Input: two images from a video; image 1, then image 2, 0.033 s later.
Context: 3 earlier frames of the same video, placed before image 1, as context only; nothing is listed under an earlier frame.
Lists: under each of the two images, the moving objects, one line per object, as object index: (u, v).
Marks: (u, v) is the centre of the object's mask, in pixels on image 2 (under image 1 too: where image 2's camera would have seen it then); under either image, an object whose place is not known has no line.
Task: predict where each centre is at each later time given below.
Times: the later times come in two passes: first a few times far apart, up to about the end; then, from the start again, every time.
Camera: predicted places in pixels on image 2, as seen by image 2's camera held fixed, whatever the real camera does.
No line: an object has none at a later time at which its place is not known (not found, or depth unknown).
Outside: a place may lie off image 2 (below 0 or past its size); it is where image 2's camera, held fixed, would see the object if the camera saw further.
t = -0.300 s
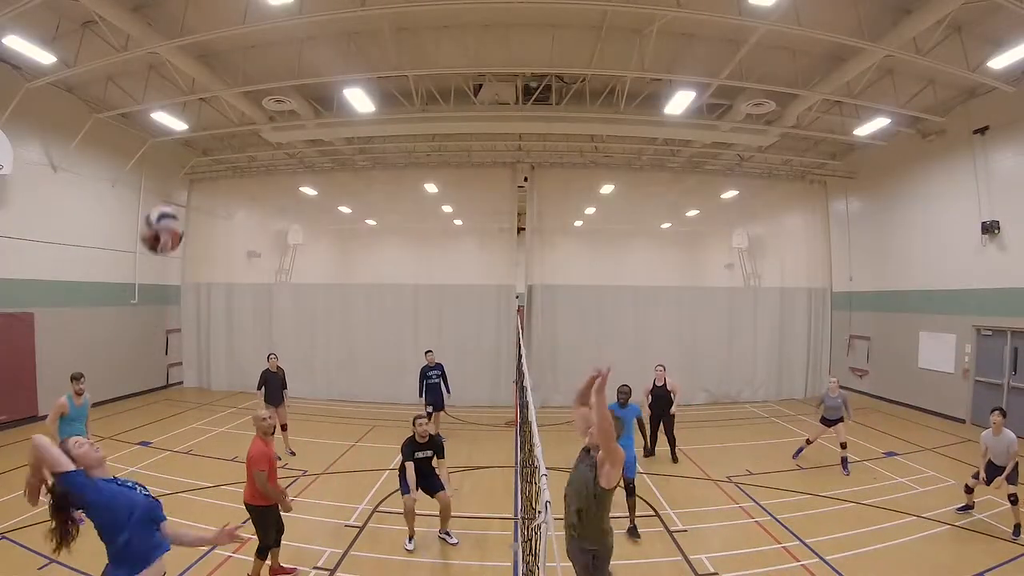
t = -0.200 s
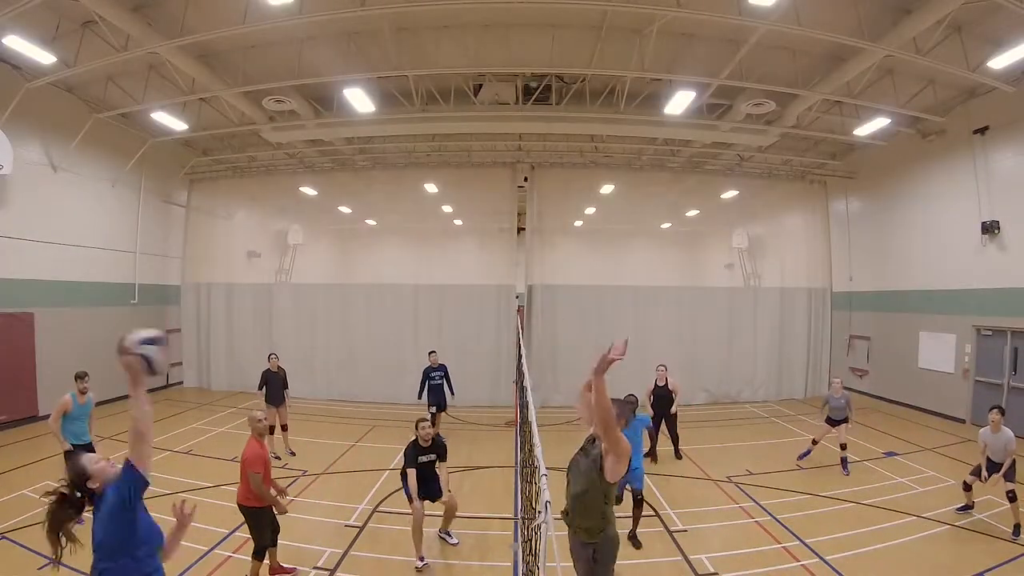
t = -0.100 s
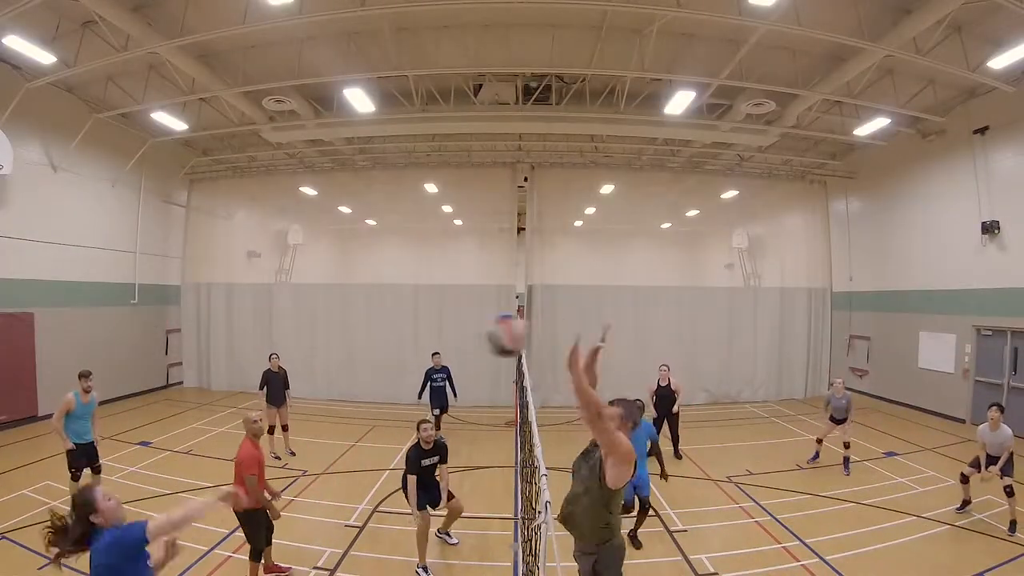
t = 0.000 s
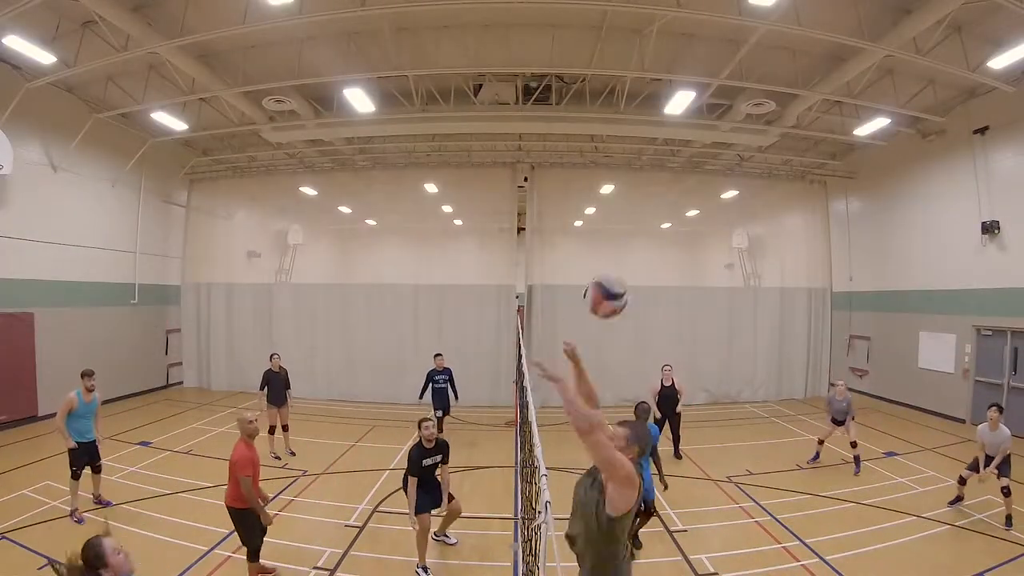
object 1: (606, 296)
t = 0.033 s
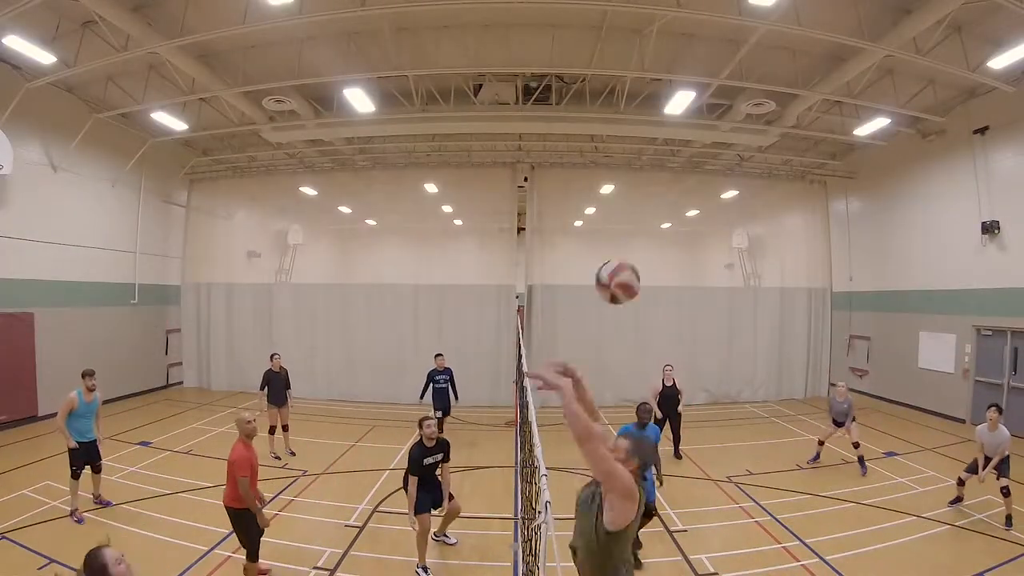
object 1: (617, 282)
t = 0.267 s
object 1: (721, 234)
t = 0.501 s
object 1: (862, 338)
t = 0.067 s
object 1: (630, 269)
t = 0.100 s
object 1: (644, 258)
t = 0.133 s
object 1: (657, 248)
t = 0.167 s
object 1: (671, 242)
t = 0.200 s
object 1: (687, 236)
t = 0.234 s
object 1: (703, 233)
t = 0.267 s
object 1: (721, 234)
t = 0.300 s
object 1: (737, 238)
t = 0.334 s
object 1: (757, 244)
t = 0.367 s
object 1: (776, 256)
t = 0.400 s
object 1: (798, 268)
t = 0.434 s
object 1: (819, 286)
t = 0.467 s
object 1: (841, 311)
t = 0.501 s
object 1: (862, 338)
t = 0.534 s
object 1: (883, 369)
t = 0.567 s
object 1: (905, 407)
